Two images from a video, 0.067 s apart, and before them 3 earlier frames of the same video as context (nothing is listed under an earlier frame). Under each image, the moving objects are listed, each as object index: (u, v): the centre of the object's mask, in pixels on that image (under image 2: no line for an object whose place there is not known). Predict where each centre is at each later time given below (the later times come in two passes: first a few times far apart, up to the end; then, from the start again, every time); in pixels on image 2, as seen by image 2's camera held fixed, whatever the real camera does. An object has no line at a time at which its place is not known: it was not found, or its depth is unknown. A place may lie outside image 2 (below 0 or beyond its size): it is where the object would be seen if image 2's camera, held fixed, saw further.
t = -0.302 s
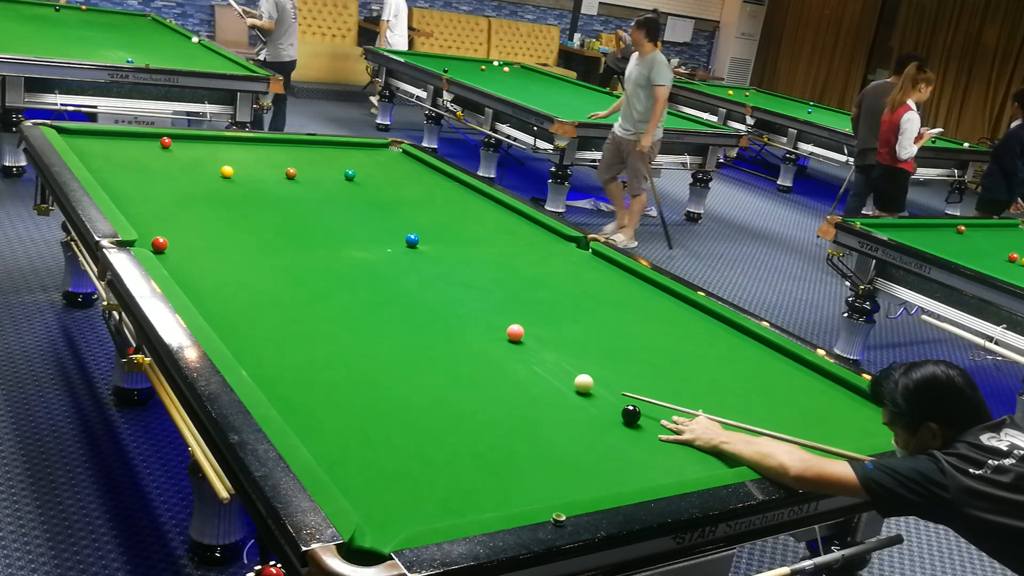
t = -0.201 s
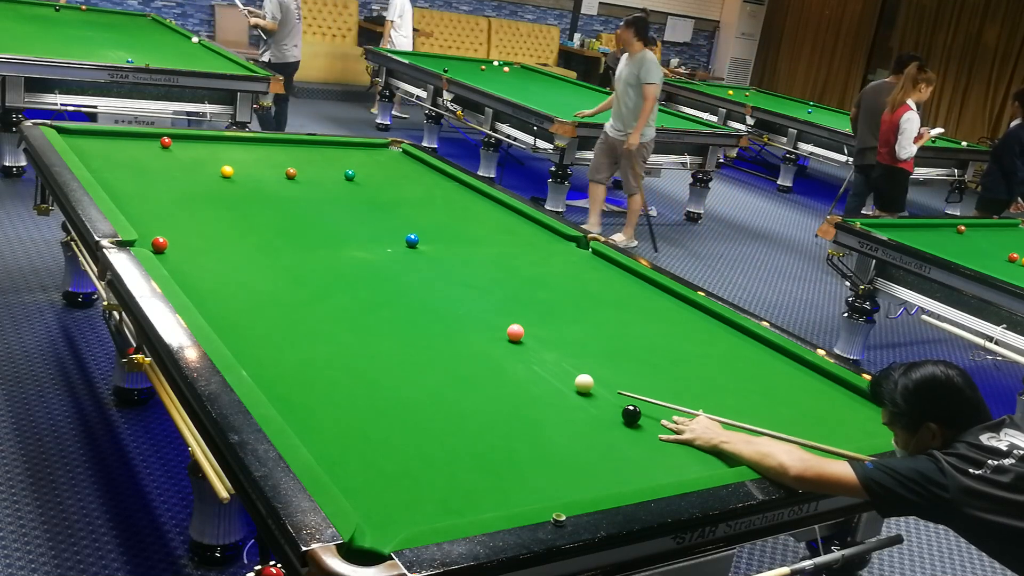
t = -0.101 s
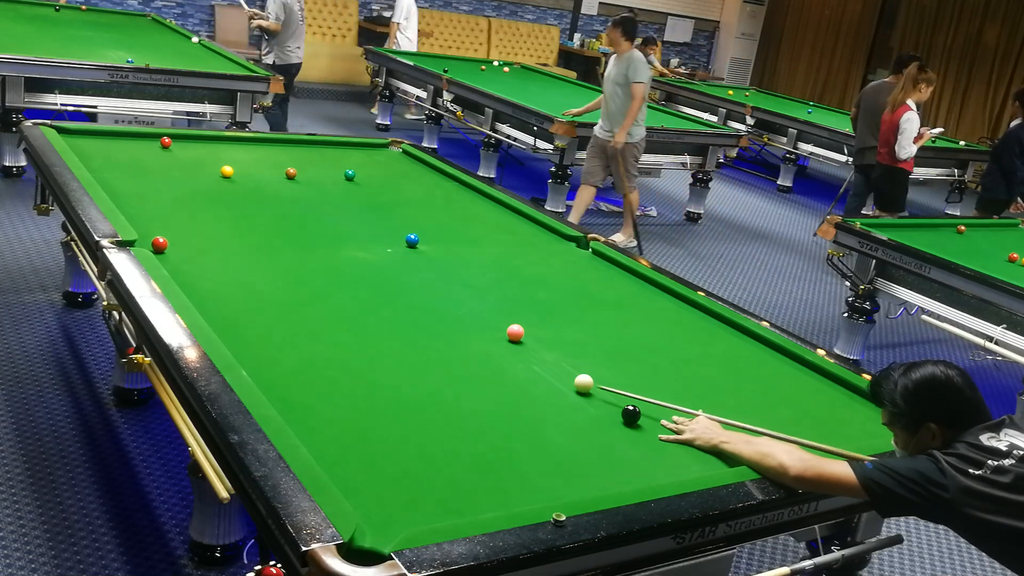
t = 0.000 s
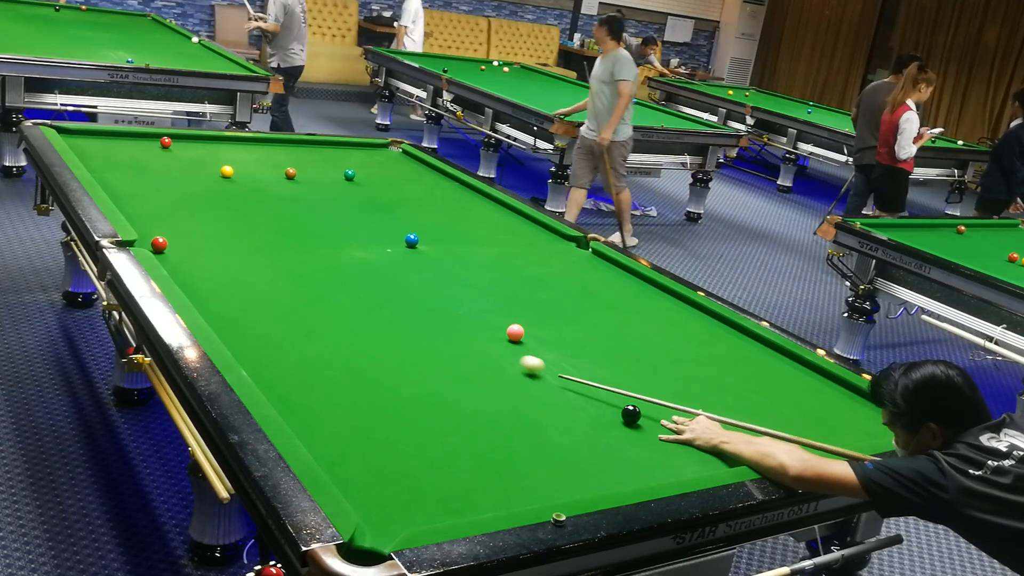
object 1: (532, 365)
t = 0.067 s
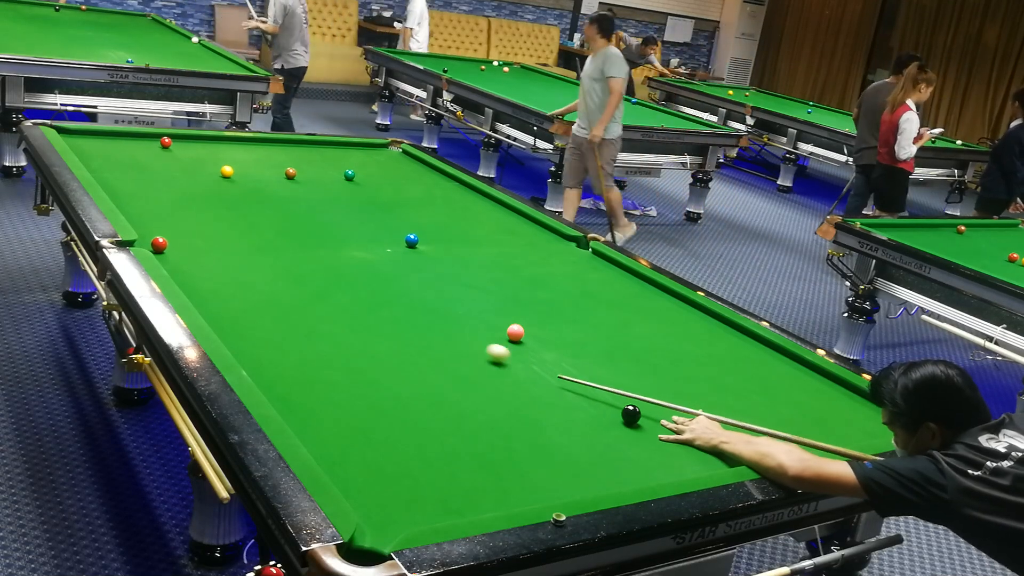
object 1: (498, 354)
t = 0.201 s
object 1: (436, 334)
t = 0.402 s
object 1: (353, 305)
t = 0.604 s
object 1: (274, 278)
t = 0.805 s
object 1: (206, 253)
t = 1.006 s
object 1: (153, 229)
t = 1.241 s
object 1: (132, 209)
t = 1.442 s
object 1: (128, 193)
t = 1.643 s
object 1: (127, 179)
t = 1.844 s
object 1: (125, 167)
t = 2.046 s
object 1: (124, 158)
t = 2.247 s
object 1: (122, 147)
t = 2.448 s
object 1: (121, 139)
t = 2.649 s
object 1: (122, 134)
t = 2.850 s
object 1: (136, 141)
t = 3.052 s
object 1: (148, 147)
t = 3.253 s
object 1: (161, 153)
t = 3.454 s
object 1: (173, 159)
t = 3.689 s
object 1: (188, 166)
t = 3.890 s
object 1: (199, 173)
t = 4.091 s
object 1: (210, 179)
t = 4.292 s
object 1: (222, 185)
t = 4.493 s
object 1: (234, 191)
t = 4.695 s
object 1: (247, 197)
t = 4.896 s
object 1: (262, 200)
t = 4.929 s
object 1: (263, 202)
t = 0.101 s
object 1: (483, 348)
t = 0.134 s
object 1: (466, 344)
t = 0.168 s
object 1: (452, 339)
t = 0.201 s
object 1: (436, 334)
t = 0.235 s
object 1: (423, 329)
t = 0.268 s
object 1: (409, 323)
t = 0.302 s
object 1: (393, 319)
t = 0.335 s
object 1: (381, 314)
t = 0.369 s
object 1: (367, 309)
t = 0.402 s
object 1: (353, 305)
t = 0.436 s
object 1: (340, 300)
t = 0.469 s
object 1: (325, 296)
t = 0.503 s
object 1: (314, 291)
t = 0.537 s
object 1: (301, 286)
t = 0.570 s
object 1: (287, 282)
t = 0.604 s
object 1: (274, 278)
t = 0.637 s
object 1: (264, 274)
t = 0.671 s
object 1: (252, 270)
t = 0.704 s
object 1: (239, 266)
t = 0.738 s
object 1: (227, 261)
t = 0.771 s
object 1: (216, 258)
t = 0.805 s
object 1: (206, 253)
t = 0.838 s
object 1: (193, 250)
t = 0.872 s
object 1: (184, 246)
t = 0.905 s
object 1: (174, 242)
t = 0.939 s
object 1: (168, 237)
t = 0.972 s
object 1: (160, 233)
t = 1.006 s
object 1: (153, 229)
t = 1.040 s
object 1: (145, 228)
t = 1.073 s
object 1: (138, 224)
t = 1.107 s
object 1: (132, 220)
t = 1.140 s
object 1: (131, 217)
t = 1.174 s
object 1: (131, 214)
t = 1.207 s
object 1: (131, 211)
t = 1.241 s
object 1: (132, 209)
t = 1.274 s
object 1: (131, 206)
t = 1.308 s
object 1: (130, 204)
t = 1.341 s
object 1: (131, 201)
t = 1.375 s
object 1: (130, 199)
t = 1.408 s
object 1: (128, 196)
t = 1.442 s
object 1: (128, 193)
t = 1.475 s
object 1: (127, 192)
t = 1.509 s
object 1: (128, 189)
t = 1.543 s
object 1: (127, 188)
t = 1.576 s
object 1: (128, 184)
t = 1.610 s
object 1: (127, 183)
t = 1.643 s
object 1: (127, 179)
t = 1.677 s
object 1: (126, 179)
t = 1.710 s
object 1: (126, 176)
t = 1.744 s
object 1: (126, 175)
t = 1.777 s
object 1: (126, 173)
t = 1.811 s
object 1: (125, 170)
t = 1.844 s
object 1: (125, 167)
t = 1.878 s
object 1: (125, 167)
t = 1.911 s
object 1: (124, 165)
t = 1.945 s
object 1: (125, 163)
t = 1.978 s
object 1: (124, 160)
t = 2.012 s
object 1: (124, 160)
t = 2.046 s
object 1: (124, 158)
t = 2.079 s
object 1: (123, 156)
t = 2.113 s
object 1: (123, 154)
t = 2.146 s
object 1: (123, 153)
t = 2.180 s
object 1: (123, 151)
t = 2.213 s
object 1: (122, 150)
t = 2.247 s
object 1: (122, 147)
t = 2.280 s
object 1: (122, 146)
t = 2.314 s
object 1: (122, 144)
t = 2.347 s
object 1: (121, 144)
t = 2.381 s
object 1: (121, 141)
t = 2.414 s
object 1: (120, 141)
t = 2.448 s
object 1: (121, 139)
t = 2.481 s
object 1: (120, 138)
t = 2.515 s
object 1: (120, 135)
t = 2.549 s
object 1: (119, 135)
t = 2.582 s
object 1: (120, 133)
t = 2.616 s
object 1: (120, 133)
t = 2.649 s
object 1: (122, 134)
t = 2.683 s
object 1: (125, 135)
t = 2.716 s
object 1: (127, 136)
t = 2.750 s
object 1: (129, 137)
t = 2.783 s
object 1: (131, 139)
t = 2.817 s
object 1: (133, 139)
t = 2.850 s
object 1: (136, 141)
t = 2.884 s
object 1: (138, 142)
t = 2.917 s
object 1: (140, 143)
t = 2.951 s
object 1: (142, 144)
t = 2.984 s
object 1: (144, 145)
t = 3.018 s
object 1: (147, 146)
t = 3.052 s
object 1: (148, 147)
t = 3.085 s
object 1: (150, 147)
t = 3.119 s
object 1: (152, 149)
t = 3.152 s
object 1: (154, 150)
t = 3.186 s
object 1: (157, 151)
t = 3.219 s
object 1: (159, 151)
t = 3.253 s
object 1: (161, 153)
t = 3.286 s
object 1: (163, 154)
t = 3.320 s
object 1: (164, 155)
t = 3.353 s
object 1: (166, 156)
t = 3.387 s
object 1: (169, 157)
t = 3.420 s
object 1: (171, 158)
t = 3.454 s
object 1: (173, 159)
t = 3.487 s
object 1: (175, 160)
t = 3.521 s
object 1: (177, 161)
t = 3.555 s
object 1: (179, 162)
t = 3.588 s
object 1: (181, 163)
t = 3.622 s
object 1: (184, 165)
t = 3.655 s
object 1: (186, 165)
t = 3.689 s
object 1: (188, 166)
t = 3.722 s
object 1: (189, 167)
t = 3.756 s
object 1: (191, 169)
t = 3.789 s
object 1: (192, 169)
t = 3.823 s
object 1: (195, 171)
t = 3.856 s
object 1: (197, 172)
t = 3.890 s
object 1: (199, 173)
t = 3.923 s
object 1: (201, 173)
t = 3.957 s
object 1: (202, 175)
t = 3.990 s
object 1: (204, 176)
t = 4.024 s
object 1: (206, 177)
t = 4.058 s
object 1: (208, 178)
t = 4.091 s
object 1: (210, 179)
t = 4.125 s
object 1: (212, 180)
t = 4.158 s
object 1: (214, 181)
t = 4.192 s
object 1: (216, 182)
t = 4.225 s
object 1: (219, 183)
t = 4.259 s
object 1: (221, 183)
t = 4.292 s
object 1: (222, 185)
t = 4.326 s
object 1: (225, 186)
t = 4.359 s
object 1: (226, 186)
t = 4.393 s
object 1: (228, 188)
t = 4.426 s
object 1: (230, 189)
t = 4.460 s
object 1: (231, 190)
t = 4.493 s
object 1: (234, 191)
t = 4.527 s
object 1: (235, 191)
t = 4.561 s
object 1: (237, 193)
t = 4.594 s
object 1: (241, 195)
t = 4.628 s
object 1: (243, 196)
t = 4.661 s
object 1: (245, 197)
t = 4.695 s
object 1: (247, 197)
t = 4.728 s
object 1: (250, 198)
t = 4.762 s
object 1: (251, 199)
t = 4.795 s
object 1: (253, 198)
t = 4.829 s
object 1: (255, 200)
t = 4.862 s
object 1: (257, 201)
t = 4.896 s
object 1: (262, 200)
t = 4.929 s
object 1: (263, 202)
